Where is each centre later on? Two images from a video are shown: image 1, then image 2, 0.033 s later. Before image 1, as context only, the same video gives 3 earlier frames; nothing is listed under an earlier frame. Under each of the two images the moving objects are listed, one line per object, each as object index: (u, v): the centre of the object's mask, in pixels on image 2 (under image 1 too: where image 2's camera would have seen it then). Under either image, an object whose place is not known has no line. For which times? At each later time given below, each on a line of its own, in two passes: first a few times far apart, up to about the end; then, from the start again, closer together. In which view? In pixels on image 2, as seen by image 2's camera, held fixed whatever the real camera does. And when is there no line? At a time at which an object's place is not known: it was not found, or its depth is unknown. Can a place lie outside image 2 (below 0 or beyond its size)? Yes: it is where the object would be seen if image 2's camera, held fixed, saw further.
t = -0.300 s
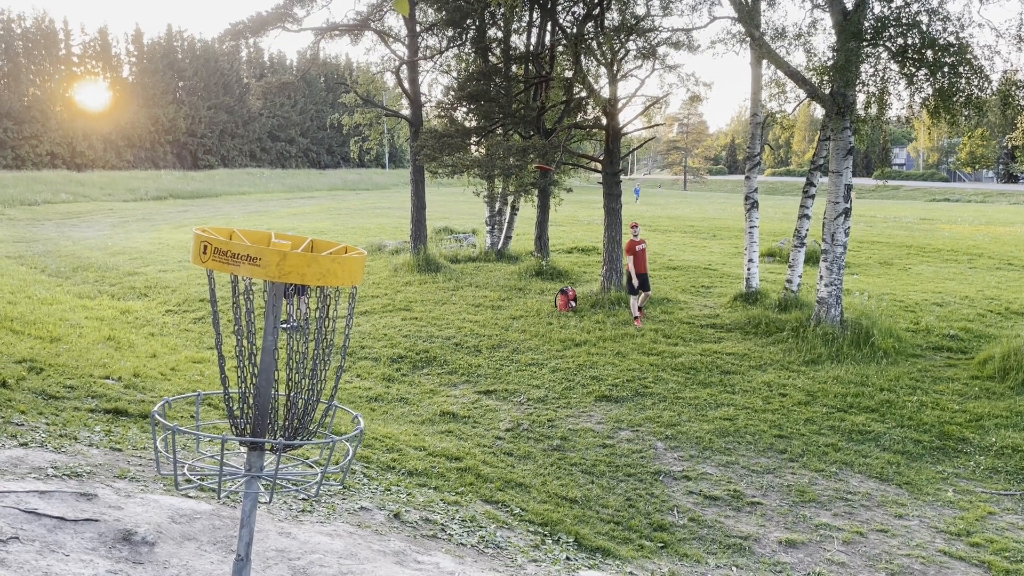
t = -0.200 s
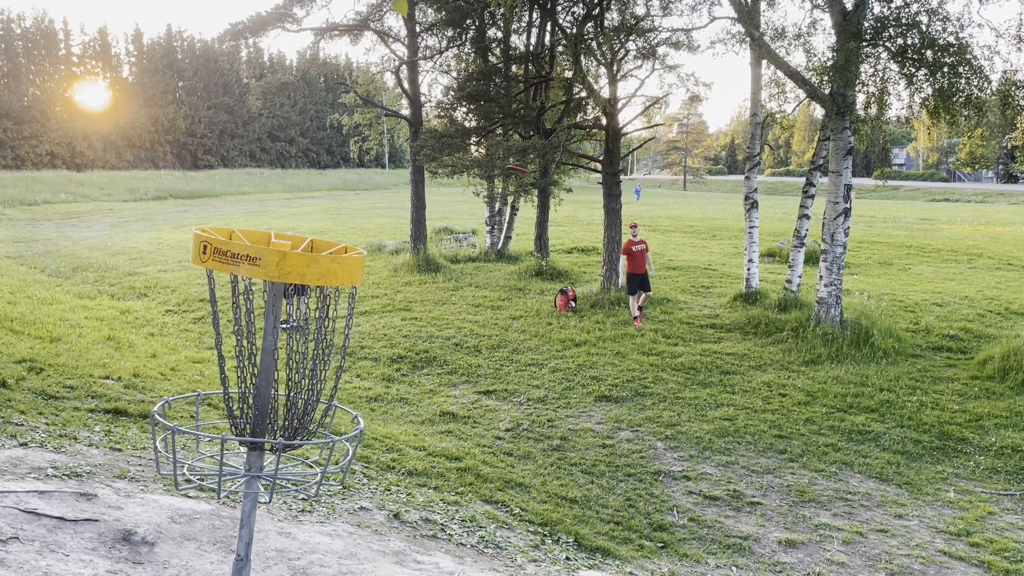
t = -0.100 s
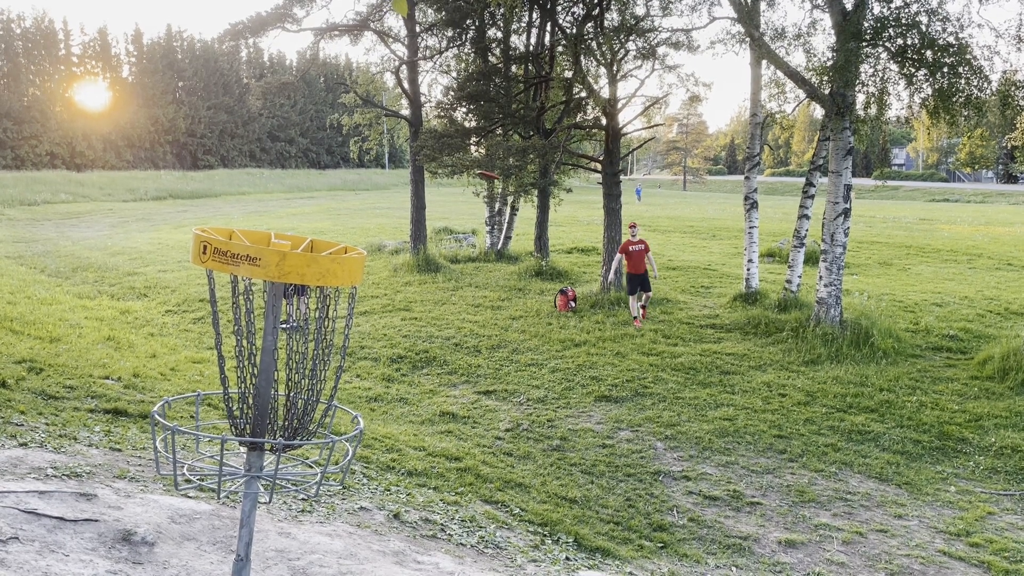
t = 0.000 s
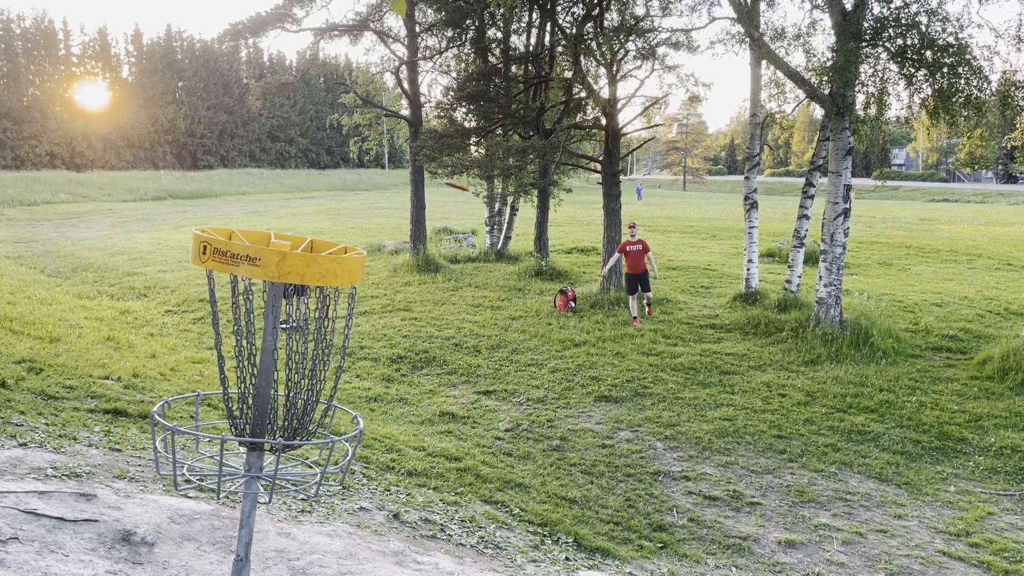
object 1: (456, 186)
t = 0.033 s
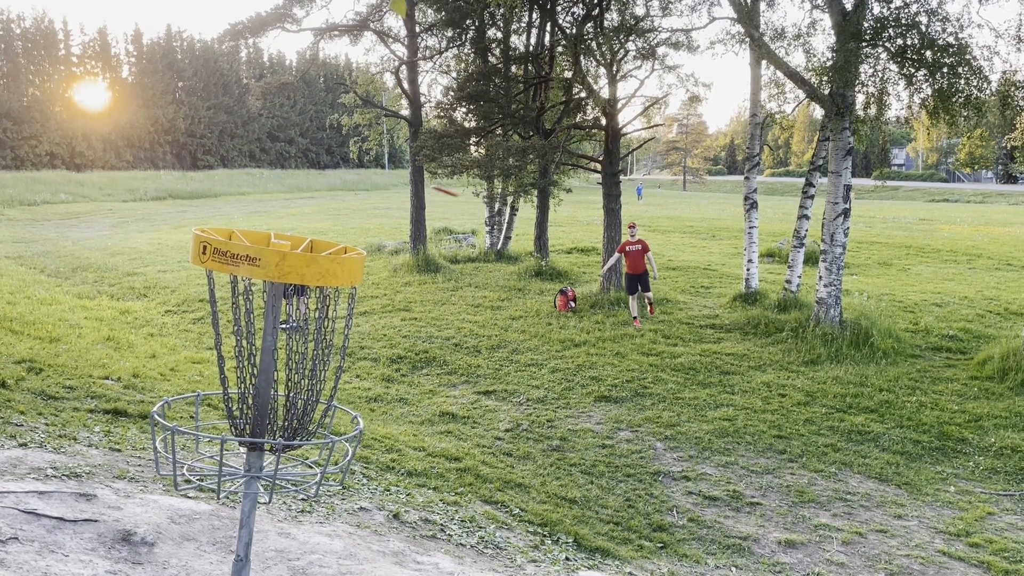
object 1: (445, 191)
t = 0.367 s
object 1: (284, 307)
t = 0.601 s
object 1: (247, 465)
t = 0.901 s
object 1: (301, 468)
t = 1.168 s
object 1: (306, 474)
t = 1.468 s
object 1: (306, 473)
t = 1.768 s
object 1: (306, 473)
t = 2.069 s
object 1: (307, 473)
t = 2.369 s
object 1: (307, 473)
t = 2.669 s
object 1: (307, 473)
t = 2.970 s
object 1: (307, 473)
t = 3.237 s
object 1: (307, 473)
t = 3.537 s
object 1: (307, 473)
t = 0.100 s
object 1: (419, 203)
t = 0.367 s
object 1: (284, 307)
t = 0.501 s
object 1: (187, 430)
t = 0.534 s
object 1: (226, 459)
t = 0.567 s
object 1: (238, 461)
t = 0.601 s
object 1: (247, 465)
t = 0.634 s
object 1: (261, 463)
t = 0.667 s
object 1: (275, 463)
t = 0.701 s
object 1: (286, 463)
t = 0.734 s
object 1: (291, 462)
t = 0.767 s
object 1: (293, 461)
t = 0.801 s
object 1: (293, 459)
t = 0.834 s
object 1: (295, 460)
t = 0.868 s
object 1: (297, 464)
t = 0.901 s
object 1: (301, 468)
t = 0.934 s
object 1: (303, 473)
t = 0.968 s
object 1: (304, 472)
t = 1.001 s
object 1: (304, 472)
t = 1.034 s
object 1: (305, 472)
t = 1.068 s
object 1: (305, 473)
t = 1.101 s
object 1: (305, 474)
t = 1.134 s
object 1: (306, 474)
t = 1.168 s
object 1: (306, 474)
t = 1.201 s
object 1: (306, 474)
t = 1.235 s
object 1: (306, 474)
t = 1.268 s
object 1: (306, 474)
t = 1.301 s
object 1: (306, 473)
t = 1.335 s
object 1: (306, 474)
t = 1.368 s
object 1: (306, 473)
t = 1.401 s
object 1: (306, 473)
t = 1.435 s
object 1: (306, 473)
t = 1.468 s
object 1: (306, 473)
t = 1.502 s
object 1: (306, 473)
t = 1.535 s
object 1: (306, 473)
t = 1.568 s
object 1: (306, 473)
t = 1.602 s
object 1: (306, 473)
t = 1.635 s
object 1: (306, 473)
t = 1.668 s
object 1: (306, 473)
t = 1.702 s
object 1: (306, 473)
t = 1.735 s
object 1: (306, 473)
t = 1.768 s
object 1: (306, 473)
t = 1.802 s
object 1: (306, 473)
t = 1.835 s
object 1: (306, 473)
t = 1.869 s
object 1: (306, 473)
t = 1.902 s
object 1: (306, 473)
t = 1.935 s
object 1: (306, 473)
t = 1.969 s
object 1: (306, 473)
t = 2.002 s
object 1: (306, 473)
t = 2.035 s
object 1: (306, 473)
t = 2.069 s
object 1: (307, 473)
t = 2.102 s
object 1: (307, 473)
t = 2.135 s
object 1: (307, 473)
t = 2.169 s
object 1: (307, 473)
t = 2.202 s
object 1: (307, 473)
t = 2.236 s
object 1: (307, 473)
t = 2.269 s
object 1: (307, 473)
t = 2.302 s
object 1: (307, 473)
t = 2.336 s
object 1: (307, 473)
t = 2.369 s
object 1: (307, 473)
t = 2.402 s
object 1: (307, 473)
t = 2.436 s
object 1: (307, 473)
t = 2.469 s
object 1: (307, 473)
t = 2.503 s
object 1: (307, 473)
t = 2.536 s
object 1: (307, 473)
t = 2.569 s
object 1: (307, 473)
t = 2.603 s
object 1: (307, 473)
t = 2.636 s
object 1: (307, 473)
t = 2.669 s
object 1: (307, 473)
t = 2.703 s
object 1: (307, 473)
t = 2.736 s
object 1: (307, 473)
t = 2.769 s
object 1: (307, 473)
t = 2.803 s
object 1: (307, 473)
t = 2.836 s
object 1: (307, 473)
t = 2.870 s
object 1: (307, 473)
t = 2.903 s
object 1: (307, 473)
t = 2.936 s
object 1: (307, 473)
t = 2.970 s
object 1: (307, 473)
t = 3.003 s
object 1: (307, 473)
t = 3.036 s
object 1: (307, 473)
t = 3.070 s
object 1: (307, 473)
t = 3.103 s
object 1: (307, 473)
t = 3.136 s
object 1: (307, 473)
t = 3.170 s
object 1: (307, 473)
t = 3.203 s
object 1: (307, 473)
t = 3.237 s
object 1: (307, 473)
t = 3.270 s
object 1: (307, 473)
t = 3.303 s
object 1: (307, 473)
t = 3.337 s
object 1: (307, 473)
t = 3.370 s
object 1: (307, 473)
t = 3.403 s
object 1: (307, 473)
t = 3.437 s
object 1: (307, 473)
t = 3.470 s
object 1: (307, 473)
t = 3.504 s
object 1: (307, 473)
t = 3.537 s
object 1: (307, 473)
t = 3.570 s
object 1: (307, 473)
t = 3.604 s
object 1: (307, 473)
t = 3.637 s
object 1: (307, 473)
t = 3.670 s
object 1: (307, 473)
